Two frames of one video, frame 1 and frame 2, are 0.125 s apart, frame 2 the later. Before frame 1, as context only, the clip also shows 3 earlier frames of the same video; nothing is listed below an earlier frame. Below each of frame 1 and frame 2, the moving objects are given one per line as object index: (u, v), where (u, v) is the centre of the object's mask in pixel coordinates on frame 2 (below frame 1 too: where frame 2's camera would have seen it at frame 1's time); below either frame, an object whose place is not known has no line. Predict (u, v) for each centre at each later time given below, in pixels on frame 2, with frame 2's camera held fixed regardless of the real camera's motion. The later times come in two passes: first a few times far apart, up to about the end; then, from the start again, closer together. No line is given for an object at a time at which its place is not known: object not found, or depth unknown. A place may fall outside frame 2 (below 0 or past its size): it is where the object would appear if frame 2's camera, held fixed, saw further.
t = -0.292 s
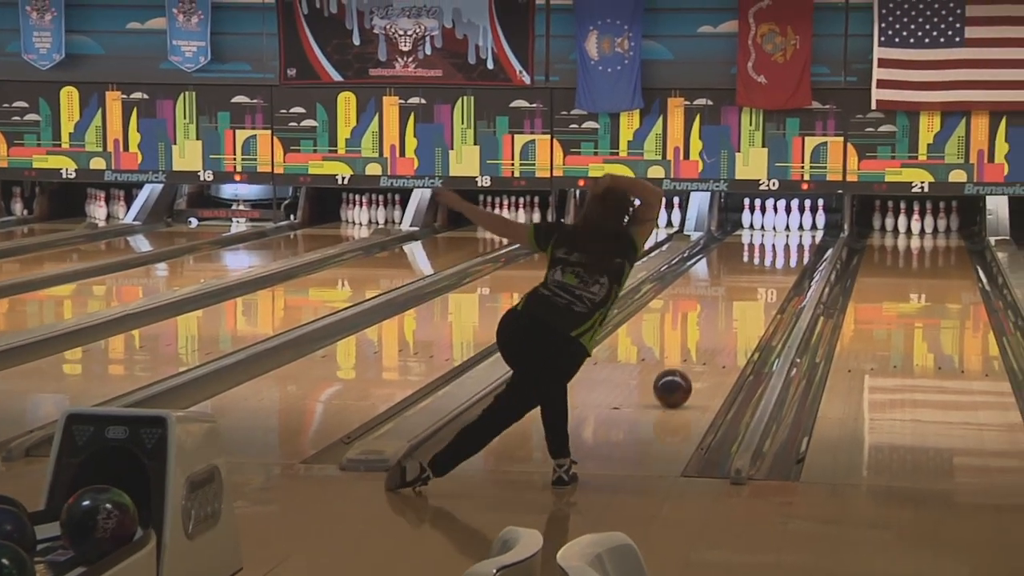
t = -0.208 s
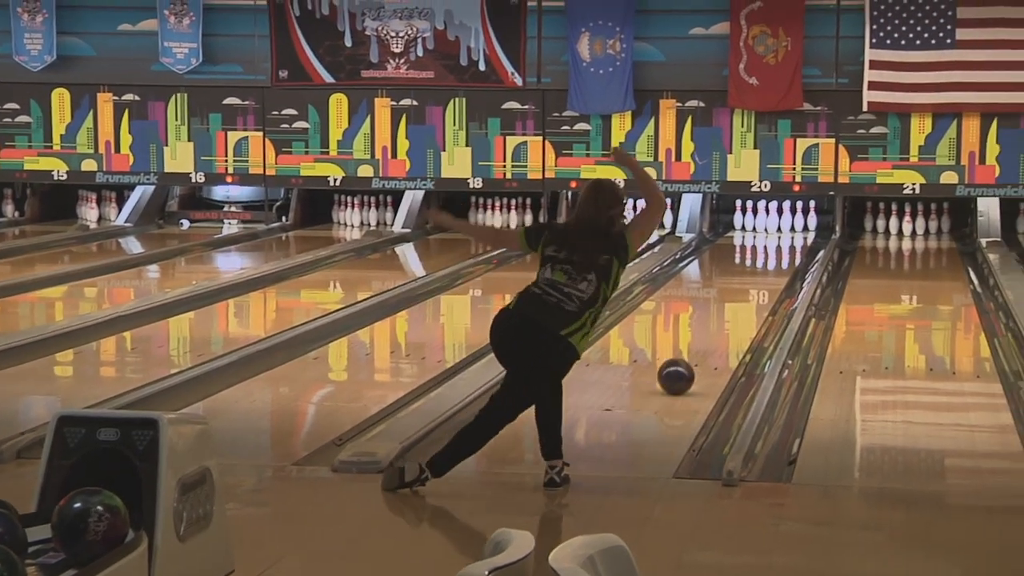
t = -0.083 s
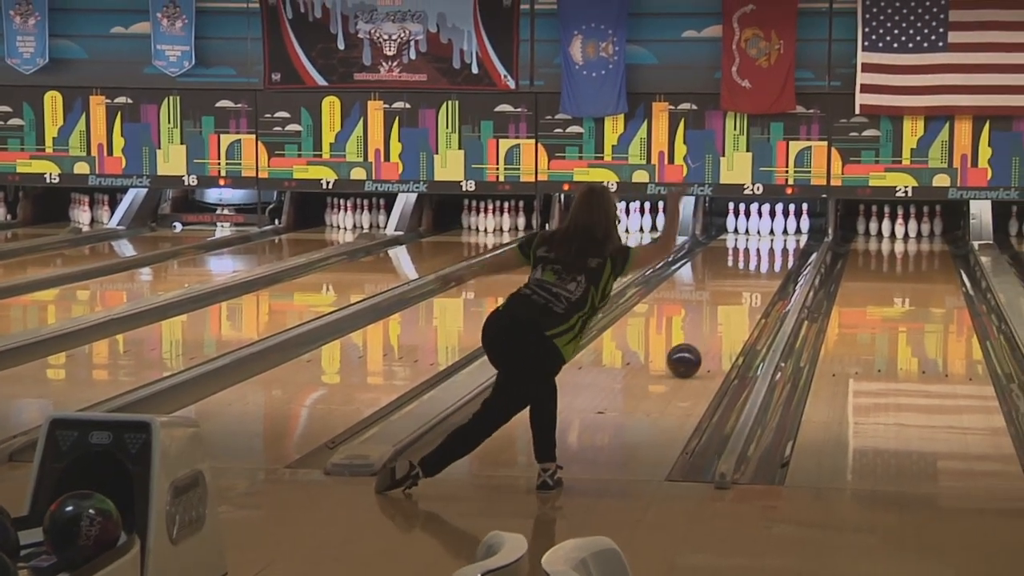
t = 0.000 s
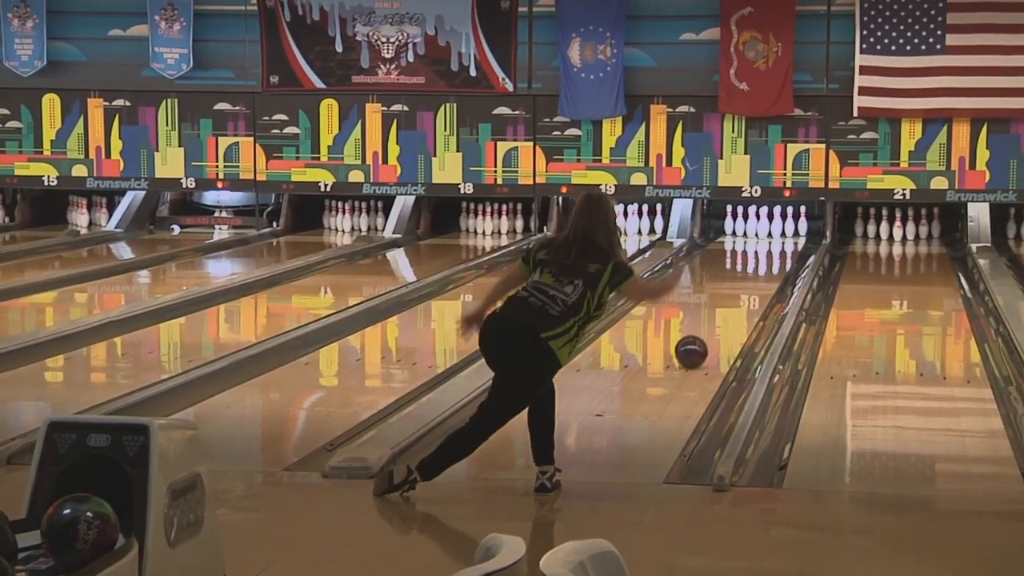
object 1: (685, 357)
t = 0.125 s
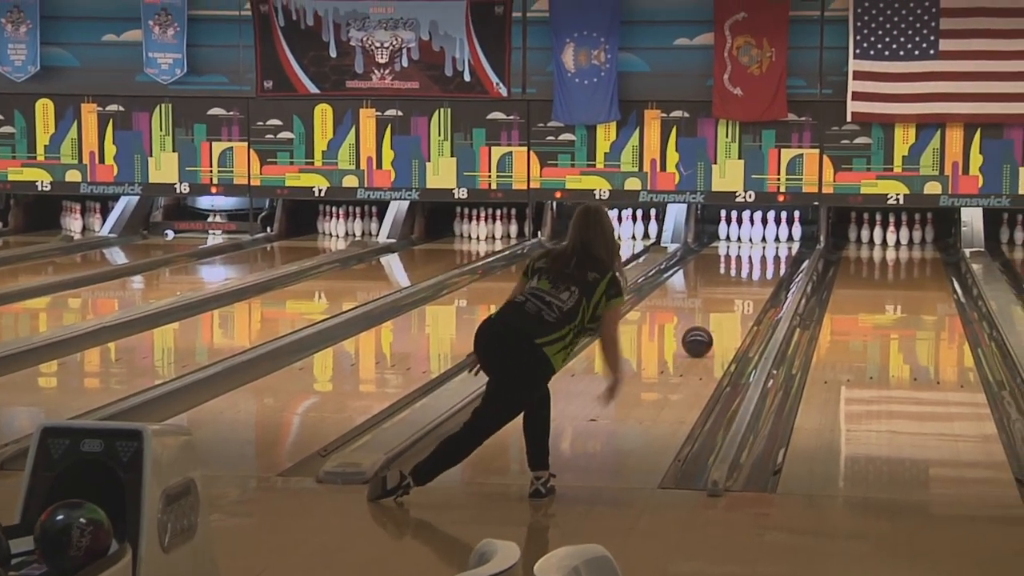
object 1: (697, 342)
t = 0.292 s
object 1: (710, 325)
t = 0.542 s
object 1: (727, 303)
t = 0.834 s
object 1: (742, 285)
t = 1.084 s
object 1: (751, 271)
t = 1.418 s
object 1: (759, 257)
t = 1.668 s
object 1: (767, 248)
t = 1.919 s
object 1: (767, 240)
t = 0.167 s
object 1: (700, 337)
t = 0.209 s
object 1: (704, 333)
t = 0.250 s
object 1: (707, 329)
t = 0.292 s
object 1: (710, 325)
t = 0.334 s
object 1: (713, 321)
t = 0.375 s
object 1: (716, 317)
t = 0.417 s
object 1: (719, 313)
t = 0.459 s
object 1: (722, 310)
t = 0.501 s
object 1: (724, 306)
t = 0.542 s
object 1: (727, 303)
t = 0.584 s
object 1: (729, 301)
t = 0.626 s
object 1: (731, 298)
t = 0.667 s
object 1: (734, 295)
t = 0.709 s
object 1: (736, 293)
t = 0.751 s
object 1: (738, 290)
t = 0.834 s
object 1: (742, 285)
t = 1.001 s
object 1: (748, 275)
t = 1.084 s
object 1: (751, 271)
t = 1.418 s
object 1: (759, 257)
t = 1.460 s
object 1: (760, 256)
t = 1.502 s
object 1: (761, 254)
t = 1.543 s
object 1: (762, 254)
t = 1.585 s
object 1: (764, 251)
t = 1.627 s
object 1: (766, 250)
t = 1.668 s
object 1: (767, 248)
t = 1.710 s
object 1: (767, 246)
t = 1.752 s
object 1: (768, 245)
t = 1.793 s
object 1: (767, 244)
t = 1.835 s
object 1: (767, 242)
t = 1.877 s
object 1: (766, 241)
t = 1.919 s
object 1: (767, 240)
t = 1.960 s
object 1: (769, 239)
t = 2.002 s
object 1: (770, 239)
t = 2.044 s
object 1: (771, 238)
